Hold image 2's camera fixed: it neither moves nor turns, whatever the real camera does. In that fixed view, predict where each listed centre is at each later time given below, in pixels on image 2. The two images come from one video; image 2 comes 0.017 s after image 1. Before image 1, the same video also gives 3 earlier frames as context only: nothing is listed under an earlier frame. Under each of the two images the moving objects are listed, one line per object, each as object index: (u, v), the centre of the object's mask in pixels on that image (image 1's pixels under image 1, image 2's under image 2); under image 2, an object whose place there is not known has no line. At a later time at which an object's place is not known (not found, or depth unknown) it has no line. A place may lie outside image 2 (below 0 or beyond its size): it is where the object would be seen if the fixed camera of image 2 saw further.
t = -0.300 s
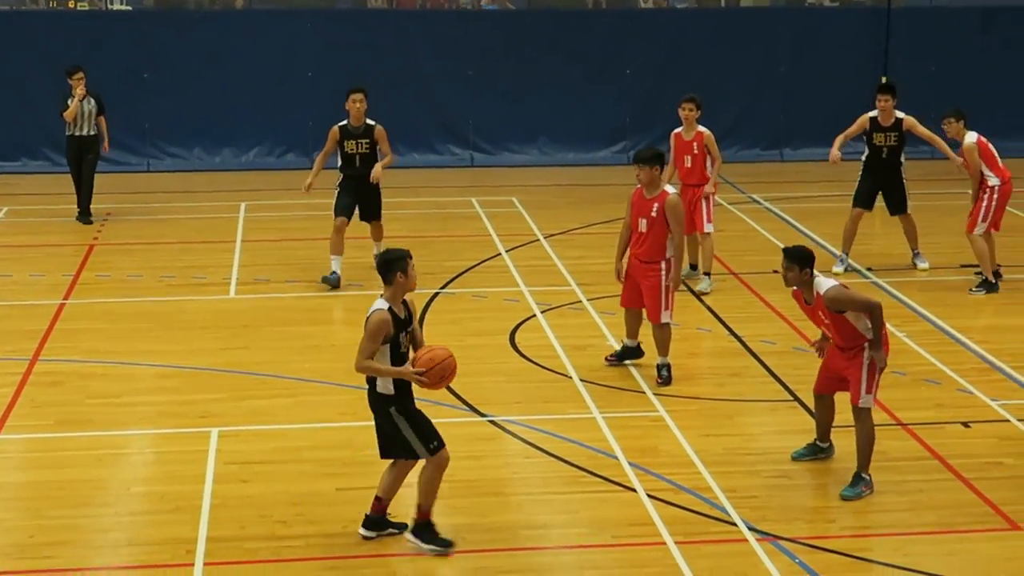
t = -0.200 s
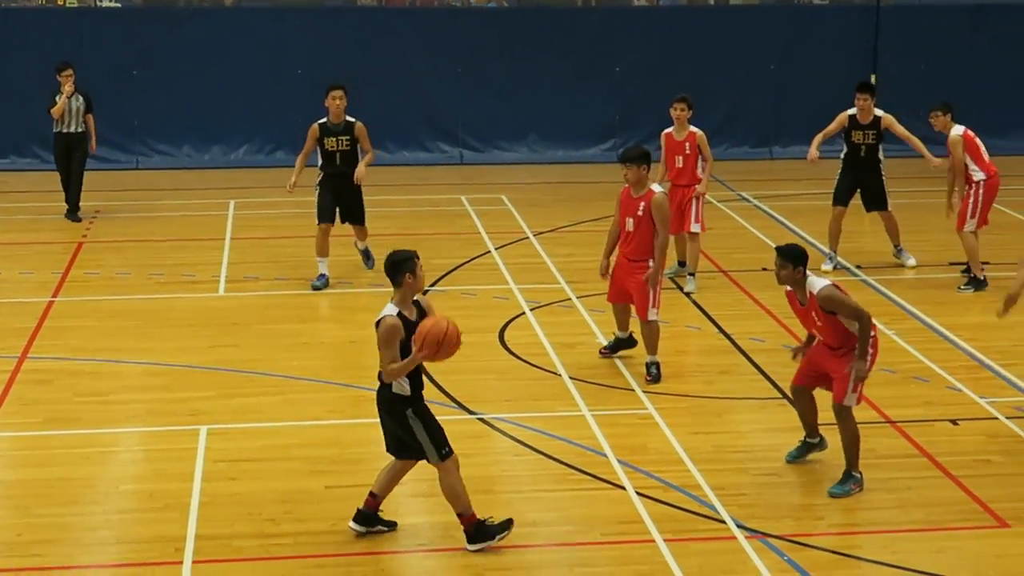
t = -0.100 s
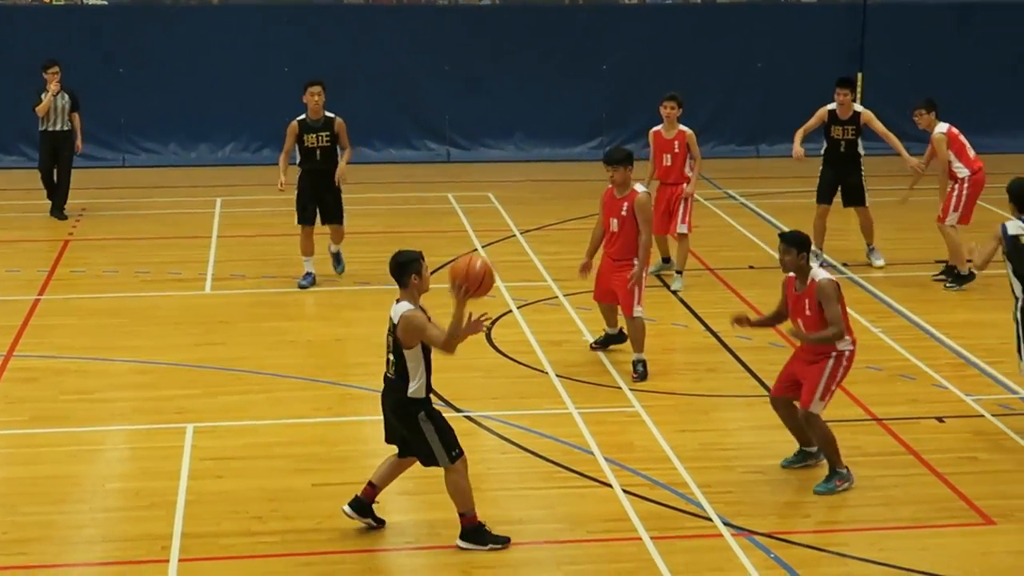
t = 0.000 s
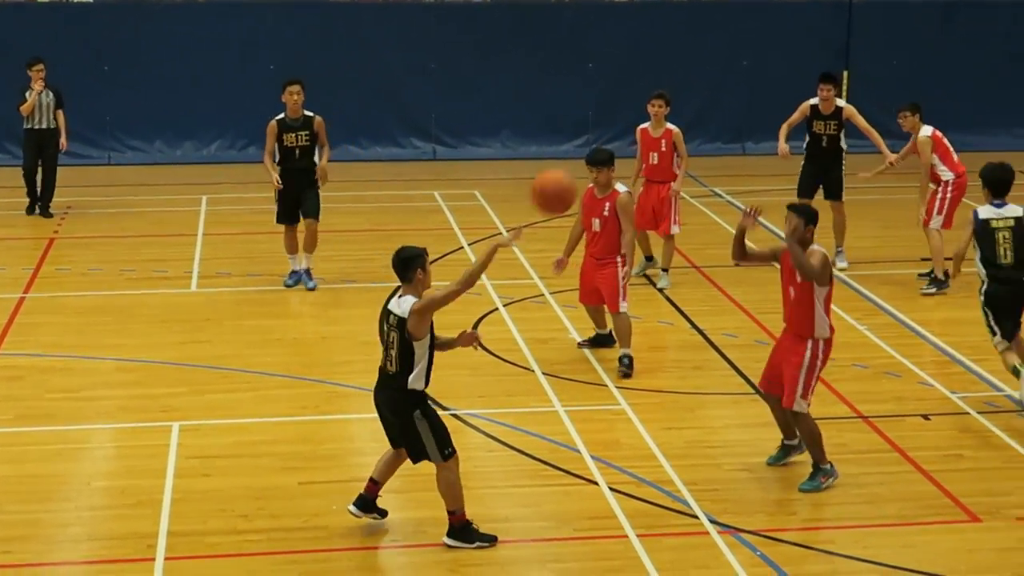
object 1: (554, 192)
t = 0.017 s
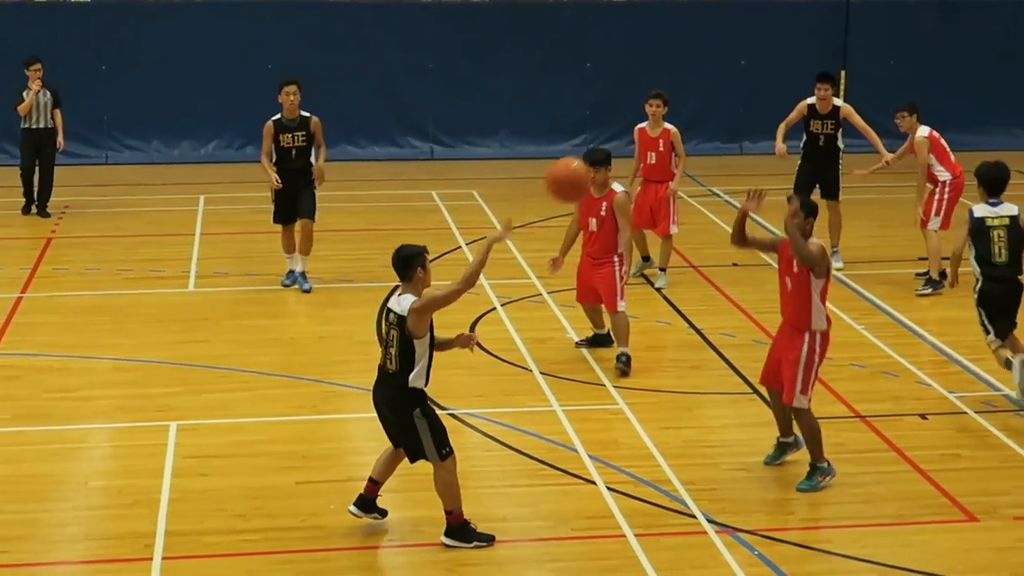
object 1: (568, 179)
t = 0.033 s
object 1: (587, 168)
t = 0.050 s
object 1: (603, 157)
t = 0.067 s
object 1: (619, 147)
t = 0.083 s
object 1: (636, 136)
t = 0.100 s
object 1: (654, 128)
